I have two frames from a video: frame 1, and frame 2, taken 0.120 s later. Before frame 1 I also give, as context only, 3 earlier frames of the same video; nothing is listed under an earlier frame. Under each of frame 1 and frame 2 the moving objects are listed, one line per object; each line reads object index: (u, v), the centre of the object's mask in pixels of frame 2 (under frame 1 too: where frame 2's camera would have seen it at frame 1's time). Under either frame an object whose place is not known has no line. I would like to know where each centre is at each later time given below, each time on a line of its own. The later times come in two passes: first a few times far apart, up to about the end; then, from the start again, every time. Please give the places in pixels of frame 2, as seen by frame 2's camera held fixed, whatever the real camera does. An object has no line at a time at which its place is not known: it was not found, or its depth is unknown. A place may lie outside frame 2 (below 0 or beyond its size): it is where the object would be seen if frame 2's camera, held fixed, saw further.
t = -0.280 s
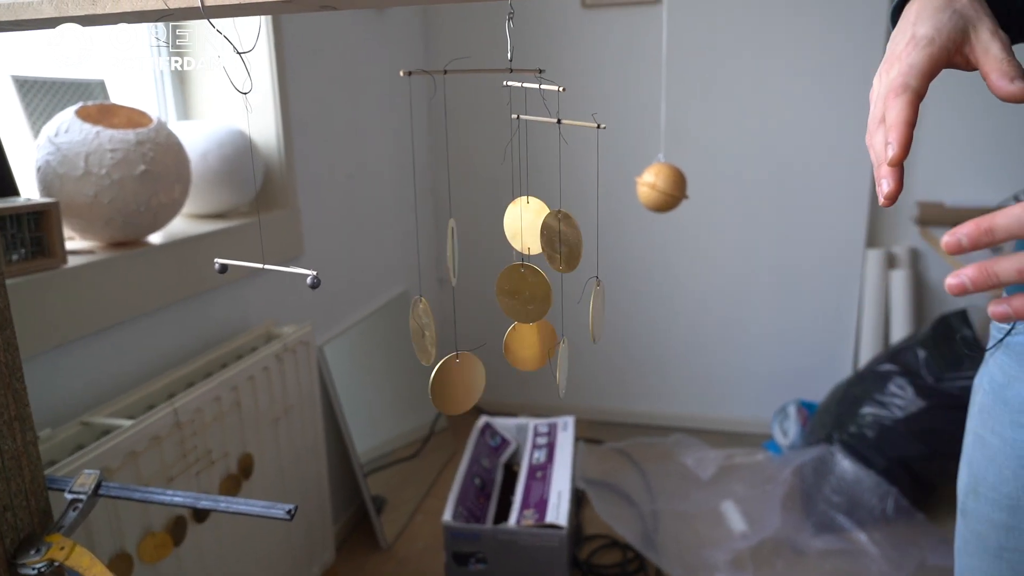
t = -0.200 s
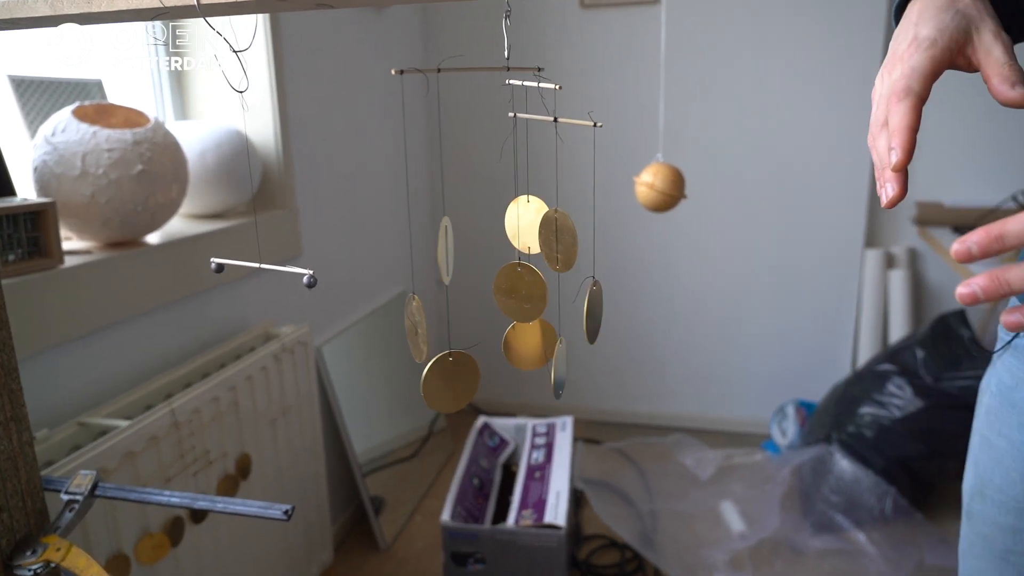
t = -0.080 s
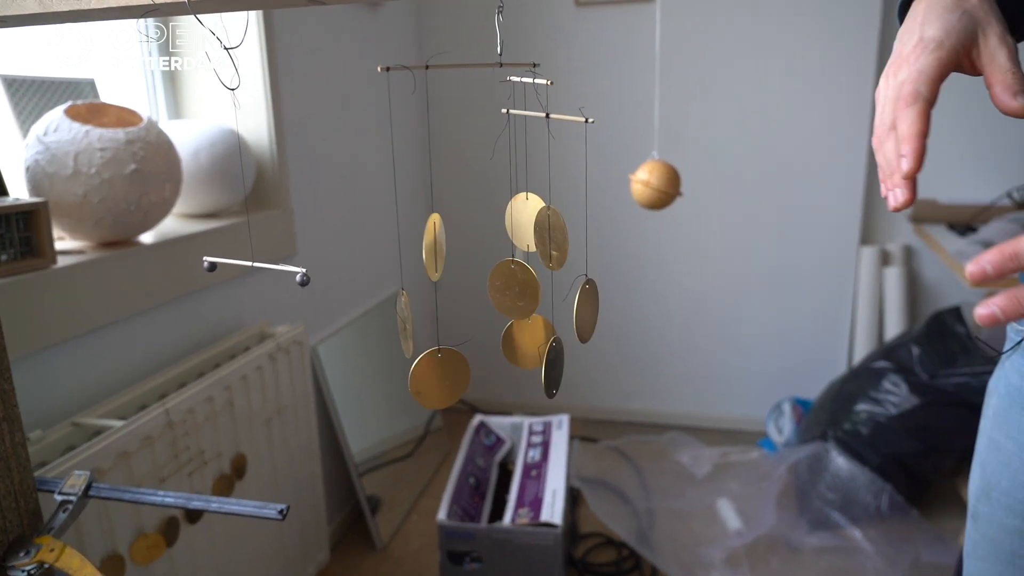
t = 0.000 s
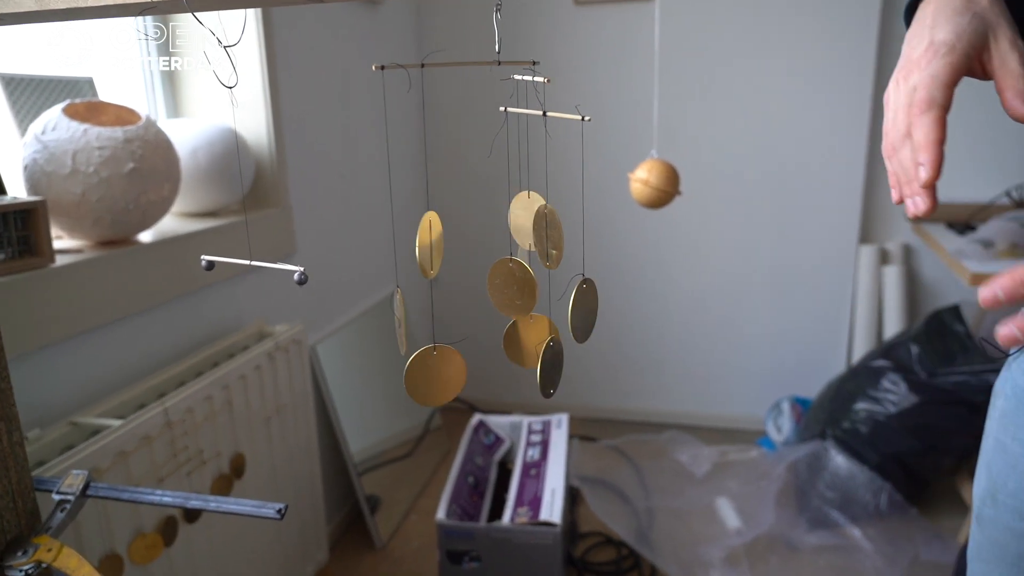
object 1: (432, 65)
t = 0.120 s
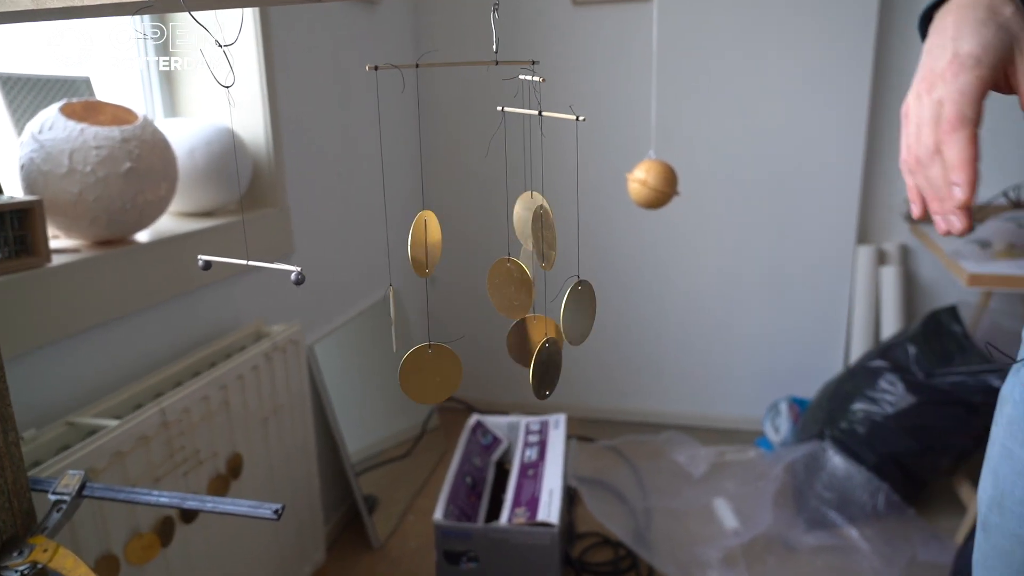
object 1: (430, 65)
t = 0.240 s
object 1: (429, 66)
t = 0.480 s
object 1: (428, 65)
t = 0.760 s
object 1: (432, 67)
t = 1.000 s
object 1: (435, 67)
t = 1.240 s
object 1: (439, 68)
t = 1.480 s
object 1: (444, 68)
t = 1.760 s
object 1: (452, 68)
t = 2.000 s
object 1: (460, 69)
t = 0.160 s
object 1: (429, 66)
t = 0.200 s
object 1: (429, 66)
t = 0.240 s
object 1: (429, 66)
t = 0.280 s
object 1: (428, 66)
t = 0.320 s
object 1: (428, 65)
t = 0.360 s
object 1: (428, 65)
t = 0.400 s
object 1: (427, 65)
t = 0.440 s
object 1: (428, 65)
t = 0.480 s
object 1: (428, 65)
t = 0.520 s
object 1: (428, 64)
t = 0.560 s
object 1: (429, 65)
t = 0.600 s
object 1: (429, 65)
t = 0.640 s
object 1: (430, 65)
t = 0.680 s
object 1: (431, 66)
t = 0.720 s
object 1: (431, 66)
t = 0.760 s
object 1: (432, 67)
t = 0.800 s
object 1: (434, 65)
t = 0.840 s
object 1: (433, 67)
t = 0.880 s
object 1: (433, 67)
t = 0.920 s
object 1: (434, 67)
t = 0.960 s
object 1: (435, 67)
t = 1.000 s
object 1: (435, 67)
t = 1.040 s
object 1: (436, 67)
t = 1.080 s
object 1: (437, 67)
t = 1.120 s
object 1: (438, 67)
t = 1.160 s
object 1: (438, 67)
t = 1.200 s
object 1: (439, 67)
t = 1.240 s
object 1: (439, 68)
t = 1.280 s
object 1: (440, 68)
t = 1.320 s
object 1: (442, 67)
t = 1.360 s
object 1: (442, 68)
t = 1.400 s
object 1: (444, 67)
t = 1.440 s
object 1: (443, 68)
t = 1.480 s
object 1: (444, 68)
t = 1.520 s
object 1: (446, 68)
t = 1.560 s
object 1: (447, 68)
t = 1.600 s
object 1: (448, 68)
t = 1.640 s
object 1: (449, 68)
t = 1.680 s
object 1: (450, 68)
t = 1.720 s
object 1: (451, 68)
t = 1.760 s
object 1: (452, 68)
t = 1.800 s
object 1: (453, 69)
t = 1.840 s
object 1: (454, 68)
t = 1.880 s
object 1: (455, 68)
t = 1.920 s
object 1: (456, 68)
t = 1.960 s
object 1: (459, 69)
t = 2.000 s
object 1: (460, 69)
